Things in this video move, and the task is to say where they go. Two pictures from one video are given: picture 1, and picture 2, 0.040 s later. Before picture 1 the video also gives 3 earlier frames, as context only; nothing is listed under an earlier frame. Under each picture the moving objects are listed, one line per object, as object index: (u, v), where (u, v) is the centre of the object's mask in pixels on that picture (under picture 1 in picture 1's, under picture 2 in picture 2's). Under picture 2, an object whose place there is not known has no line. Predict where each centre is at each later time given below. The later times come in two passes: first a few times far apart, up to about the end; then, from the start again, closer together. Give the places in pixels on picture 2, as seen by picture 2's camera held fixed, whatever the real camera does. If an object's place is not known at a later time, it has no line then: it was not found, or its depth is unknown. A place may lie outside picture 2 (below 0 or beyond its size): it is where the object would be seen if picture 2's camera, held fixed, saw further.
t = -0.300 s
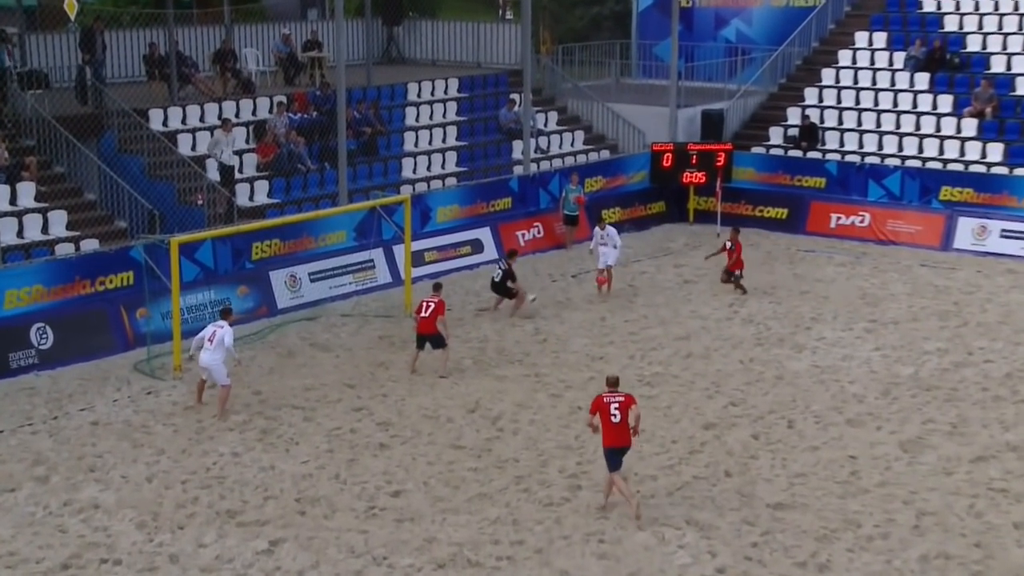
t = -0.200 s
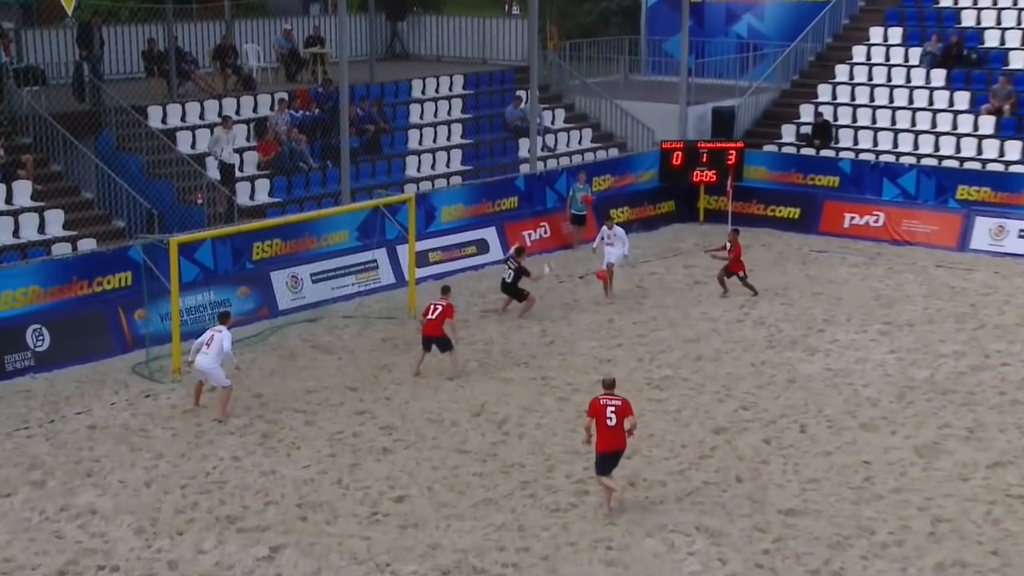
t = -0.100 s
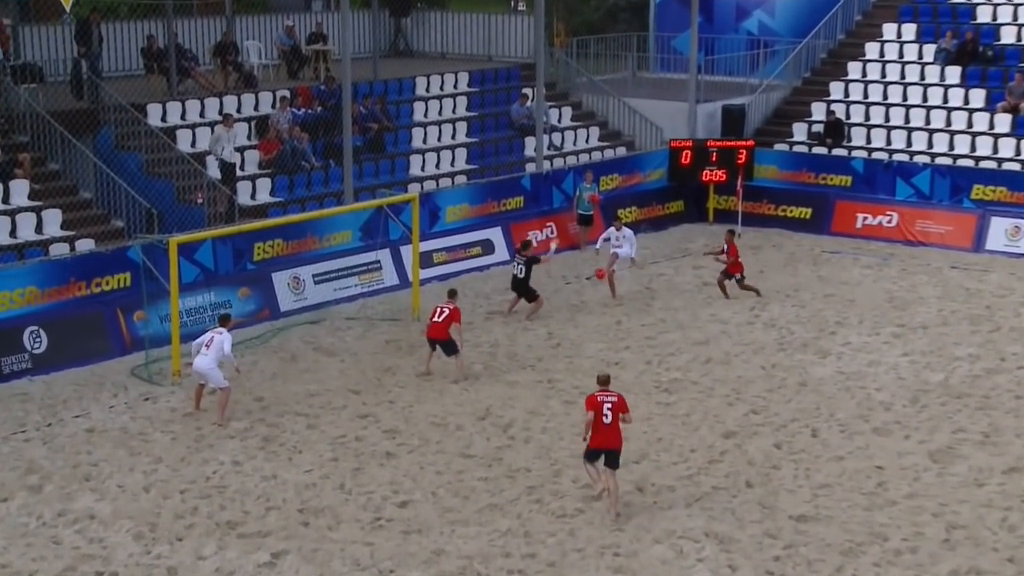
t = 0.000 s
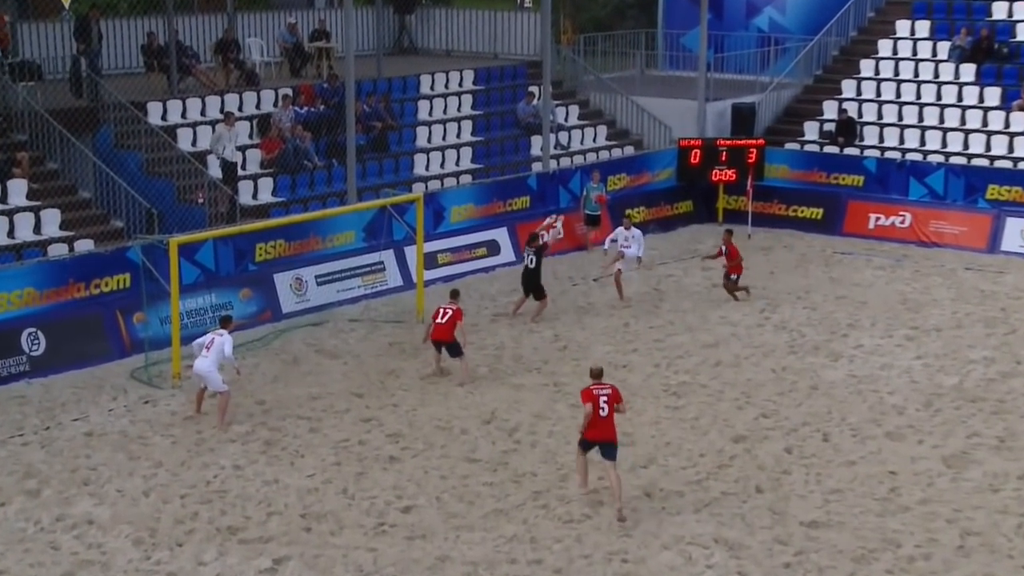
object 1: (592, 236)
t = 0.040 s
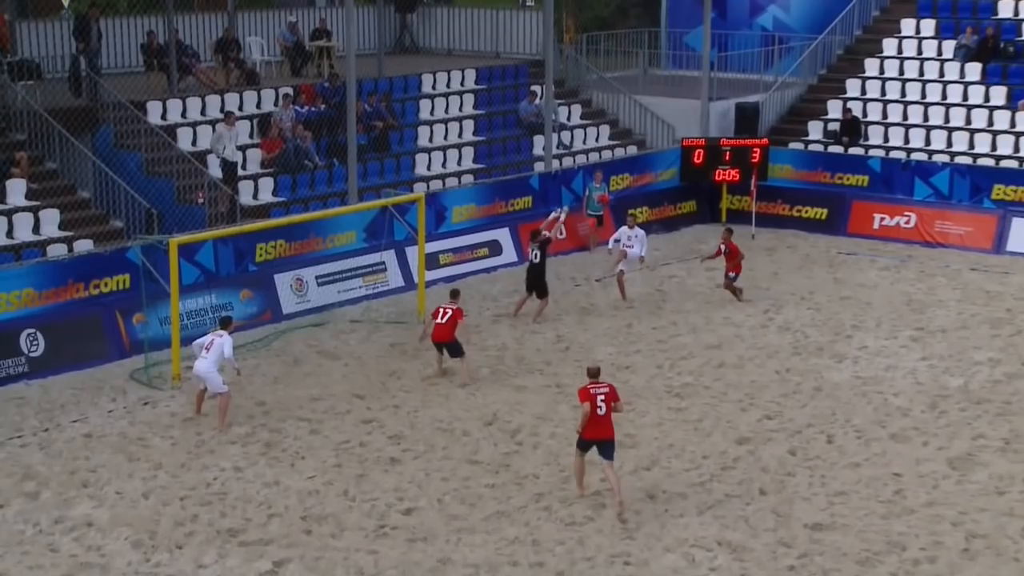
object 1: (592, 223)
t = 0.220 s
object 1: (565, 167)
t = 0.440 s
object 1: (530, 113)
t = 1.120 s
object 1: (403, 142)
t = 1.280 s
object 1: (370, 198)
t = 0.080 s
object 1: (585, 209)
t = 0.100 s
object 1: (582, 203)
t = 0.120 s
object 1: (579, 197)
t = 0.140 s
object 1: (577, 190)
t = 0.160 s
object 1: (574, 185)
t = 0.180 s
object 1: (571, 178)
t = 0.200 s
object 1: (568, 172)
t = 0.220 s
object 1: (565, 167)
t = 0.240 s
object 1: (562, 160)
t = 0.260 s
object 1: (559, 154)
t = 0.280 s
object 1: (557, 150)
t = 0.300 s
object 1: (553, 145)
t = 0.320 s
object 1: (550, 140)
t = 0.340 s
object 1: (546, 134)
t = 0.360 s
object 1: (542, 129)
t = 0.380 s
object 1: (540, 125)
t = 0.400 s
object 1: (537, 120)
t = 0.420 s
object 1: (534, 117)
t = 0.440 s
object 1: (530, 113)
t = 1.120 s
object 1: (403, 142)
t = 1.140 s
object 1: (399, 149)
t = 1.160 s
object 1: (395, 155)
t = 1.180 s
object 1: (391, 161)
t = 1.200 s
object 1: (387, 168)
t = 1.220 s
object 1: (383, 176)
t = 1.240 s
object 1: (378, 184)
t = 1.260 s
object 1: (374, 192)
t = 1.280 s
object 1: (370, 198)
